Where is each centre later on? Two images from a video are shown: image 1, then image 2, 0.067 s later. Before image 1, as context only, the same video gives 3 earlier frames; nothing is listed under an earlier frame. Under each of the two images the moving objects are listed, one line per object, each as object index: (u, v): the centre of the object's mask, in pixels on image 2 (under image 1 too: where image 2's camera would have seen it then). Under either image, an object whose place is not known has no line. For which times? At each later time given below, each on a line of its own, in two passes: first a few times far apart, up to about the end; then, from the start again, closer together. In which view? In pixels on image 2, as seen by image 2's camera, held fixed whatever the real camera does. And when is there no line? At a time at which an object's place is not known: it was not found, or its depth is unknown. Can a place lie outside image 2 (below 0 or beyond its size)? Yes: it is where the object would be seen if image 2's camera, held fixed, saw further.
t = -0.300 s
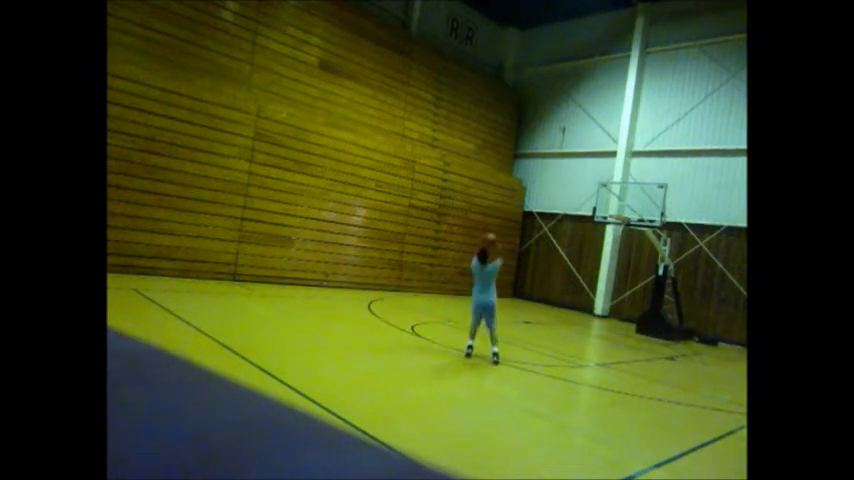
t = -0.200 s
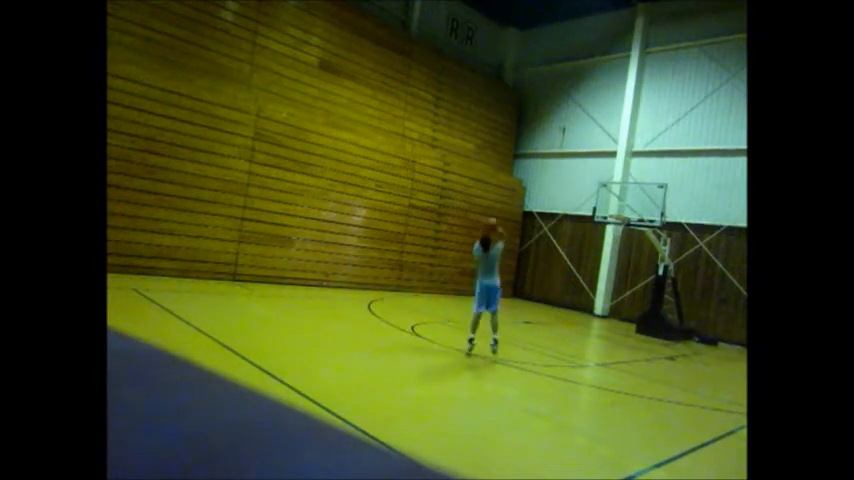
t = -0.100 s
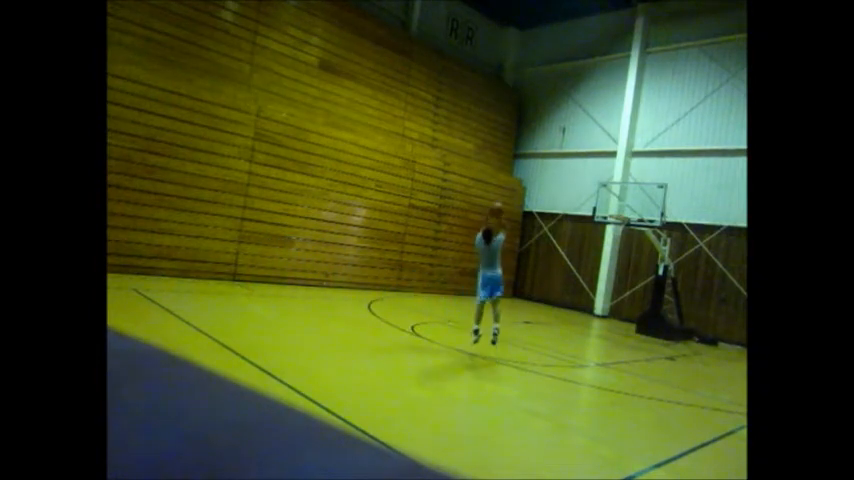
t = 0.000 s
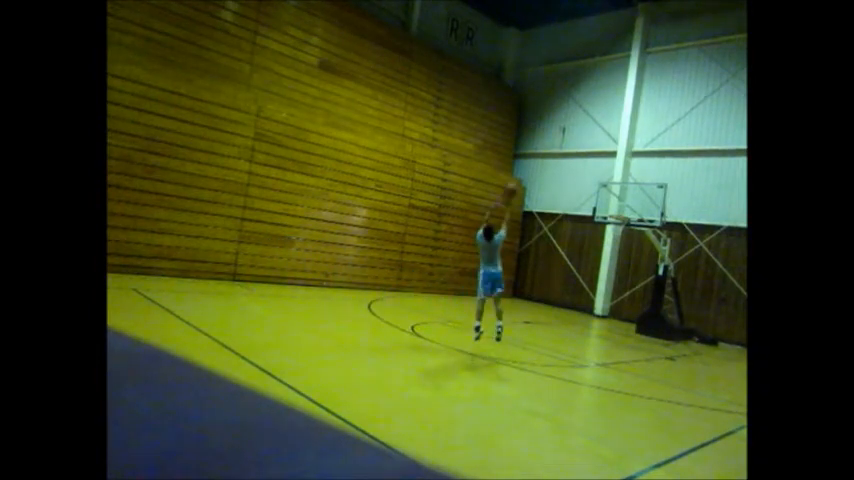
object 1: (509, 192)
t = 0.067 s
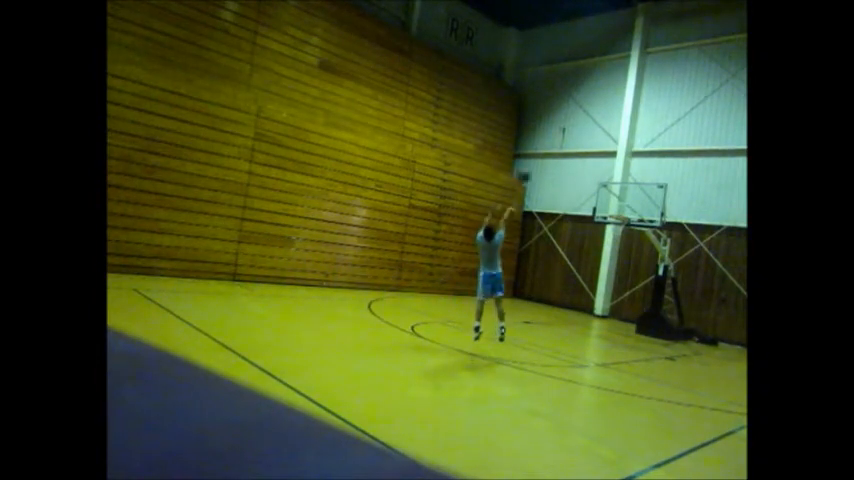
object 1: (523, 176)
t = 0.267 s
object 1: (554, 152)
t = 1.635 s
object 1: (625, 327)
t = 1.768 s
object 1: (627, 327)
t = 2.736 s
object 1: (649, 308)
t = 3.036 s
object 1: (651, 328)
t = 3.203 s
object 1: (660, 306)
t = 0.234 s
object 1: (550, 153)
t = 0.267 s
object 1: (554, 152)
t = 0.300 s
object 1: (559, 150)
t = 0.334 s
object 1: (564, 149)
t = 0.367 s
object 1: (568, 147)
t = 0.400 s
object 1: (572, 148)
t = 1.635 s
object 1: (625, 327)
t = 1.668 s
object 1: (625, 337)
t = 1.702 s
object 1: (627, 333)
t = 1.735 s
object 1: (628, 326)
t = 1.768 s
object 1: (627, 327)
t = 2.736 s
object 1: (649, 308)
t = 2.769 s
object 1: (648, 315)
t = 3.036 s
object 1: (651, 328)
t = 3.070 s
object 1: (653, 322)
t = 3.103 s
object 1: (654, 320)
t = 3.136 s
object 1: (656, 317)
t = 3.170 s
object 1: (656, 311)
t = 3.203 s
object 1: (660, 306)
